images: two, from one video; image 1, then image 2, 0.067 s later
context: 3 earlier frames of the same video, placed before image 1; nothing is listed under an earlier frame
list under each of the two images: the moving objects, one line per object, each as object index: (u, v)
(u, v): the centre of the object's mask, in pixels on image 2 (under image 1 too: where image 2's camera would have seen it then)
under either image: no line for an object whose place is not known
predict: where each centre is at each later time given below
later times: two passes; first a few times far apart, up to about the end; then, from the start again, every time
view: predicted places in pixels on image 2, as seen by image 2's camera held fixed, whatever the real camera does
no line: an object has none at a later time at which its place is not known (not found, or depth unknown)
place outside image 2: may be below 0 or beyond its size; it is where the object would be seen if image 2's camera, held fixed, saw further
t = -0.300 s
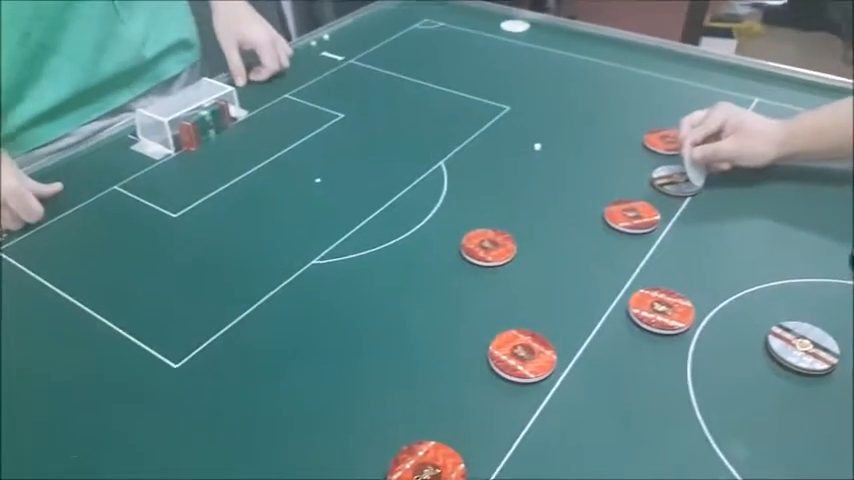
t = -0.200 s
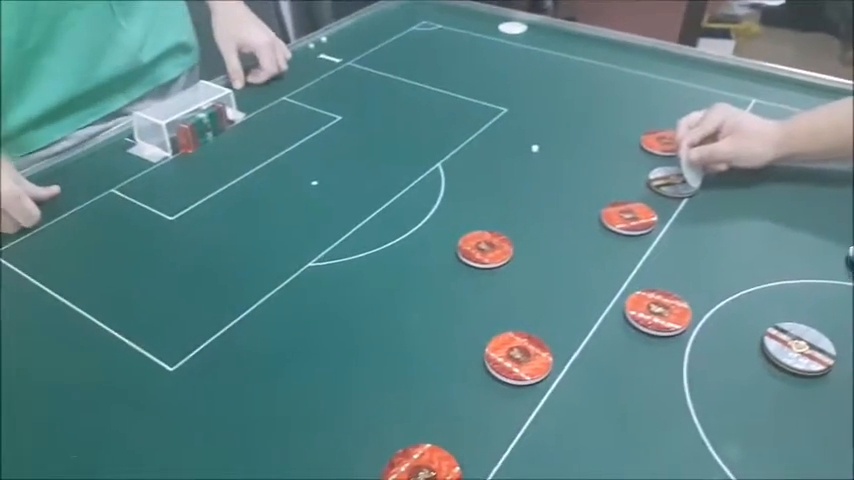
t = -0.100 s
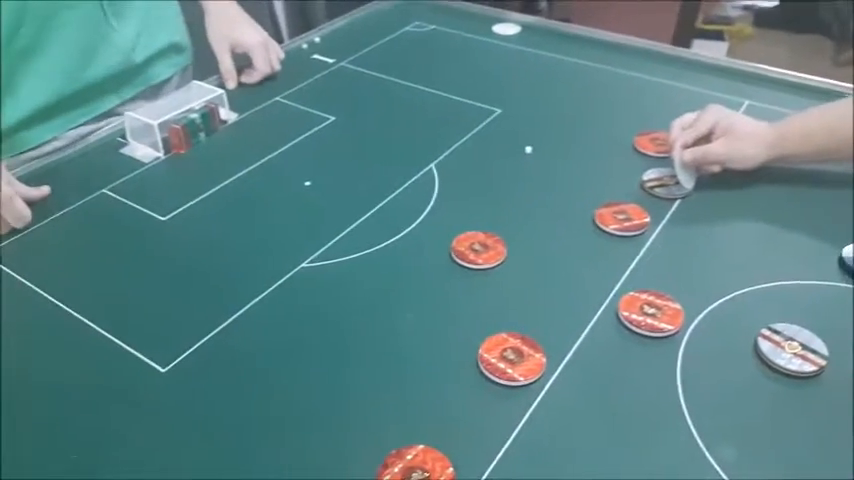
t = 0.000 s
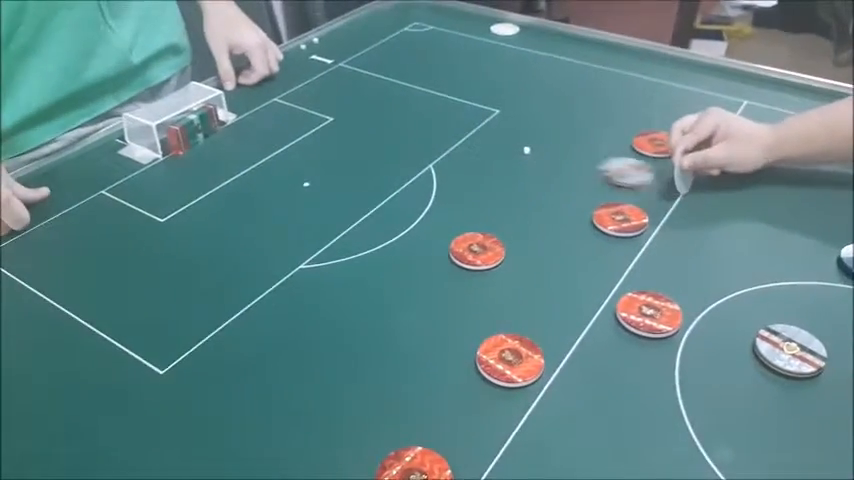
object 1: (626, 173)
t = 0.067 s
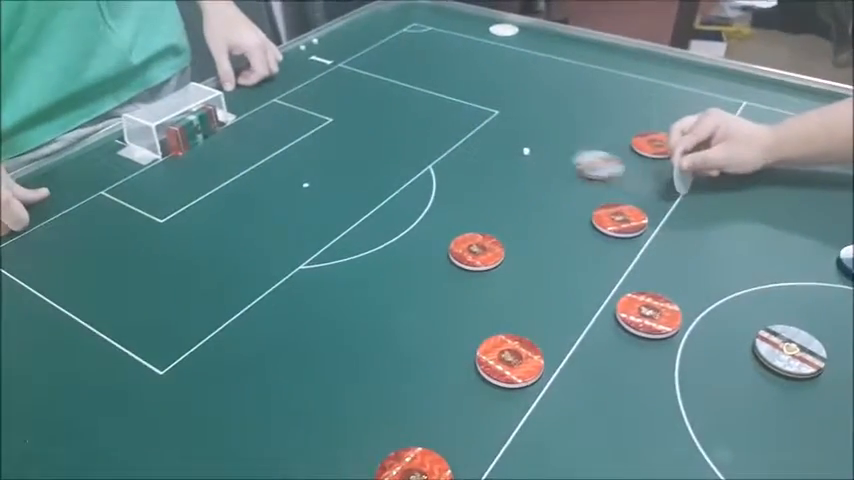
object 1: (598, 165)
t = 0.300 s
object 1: (540, 148)
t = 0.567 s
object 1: (532, 146)
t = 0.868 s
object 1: (532, 146)
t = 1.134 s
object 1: (532, 146)
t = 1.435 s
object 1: (533, 146)
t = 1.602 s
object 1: (533, 146)
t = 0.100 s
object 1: (585, 161)
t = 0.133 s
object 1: (575, 158)
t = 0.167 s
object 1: (565, 155)
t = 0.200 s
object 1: (558, 153)
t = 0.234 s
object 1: (550, 151)
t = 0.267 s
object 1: (545, 149)
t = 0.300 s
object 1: (540, 148)
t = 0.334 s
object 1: (537, 147)
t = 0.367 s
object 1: (534, 147)
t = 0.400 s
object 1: (533, 146)
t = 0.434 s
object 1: (533, 146)
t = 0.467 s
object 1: (533, 146)
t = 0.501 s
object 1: (533, 146)
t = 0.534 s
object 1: (532, 146)
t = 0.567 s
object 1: (532, 146)
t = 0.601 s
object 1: (532, 146)
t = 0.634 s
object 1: (532, 146)
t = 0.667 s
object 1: (532, 146)
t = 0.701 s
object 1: (533, 146)
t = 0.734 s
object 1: (532, 146)
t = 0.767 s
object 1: (532, 146)
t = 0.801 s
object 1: (532, 146)
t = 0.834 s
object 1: (532, 146)
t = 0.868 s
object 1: (532, 146)
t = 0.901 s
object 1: (532, 147)
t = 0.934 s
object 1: (532, 146)
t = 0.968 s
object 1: (532, 146)
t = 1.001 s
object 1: (532, 146)
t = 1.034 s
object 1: (532, 146)
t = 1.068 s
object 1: (532, 146)
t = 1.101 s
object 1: (532, 146)
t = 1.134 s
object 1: (532, 146)
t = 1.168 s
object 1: (532, 146)
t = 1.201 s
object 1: (532, 146)
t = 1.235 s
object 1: (532, 146)
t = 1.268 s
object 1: (532, 146)
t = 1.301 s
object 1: (533, 146)
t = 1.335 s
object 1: (533, 146)
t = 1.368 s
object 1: (533, 146)
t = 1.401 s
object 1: (533, 146)
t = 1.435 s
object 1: (533, 146)
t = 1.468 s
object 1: (533, 146)
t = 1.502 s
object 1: (533, 146)
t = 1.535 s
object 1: (533, 146)
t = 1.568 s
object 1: (533, 146)
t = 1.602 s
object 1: (533, 146)
